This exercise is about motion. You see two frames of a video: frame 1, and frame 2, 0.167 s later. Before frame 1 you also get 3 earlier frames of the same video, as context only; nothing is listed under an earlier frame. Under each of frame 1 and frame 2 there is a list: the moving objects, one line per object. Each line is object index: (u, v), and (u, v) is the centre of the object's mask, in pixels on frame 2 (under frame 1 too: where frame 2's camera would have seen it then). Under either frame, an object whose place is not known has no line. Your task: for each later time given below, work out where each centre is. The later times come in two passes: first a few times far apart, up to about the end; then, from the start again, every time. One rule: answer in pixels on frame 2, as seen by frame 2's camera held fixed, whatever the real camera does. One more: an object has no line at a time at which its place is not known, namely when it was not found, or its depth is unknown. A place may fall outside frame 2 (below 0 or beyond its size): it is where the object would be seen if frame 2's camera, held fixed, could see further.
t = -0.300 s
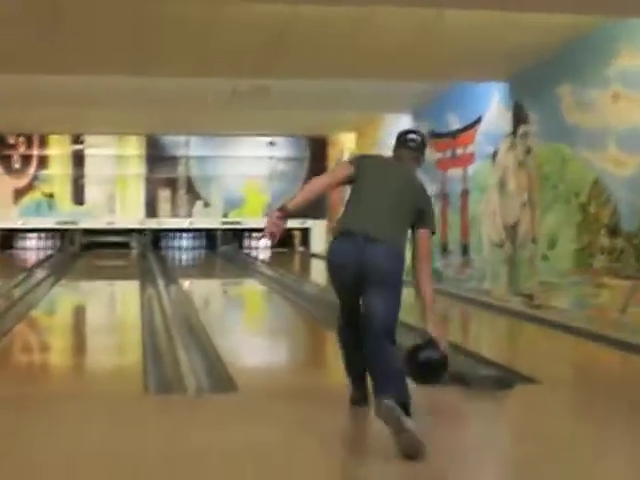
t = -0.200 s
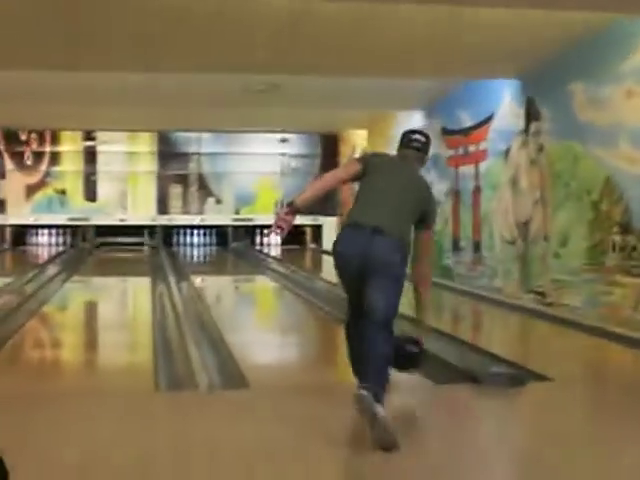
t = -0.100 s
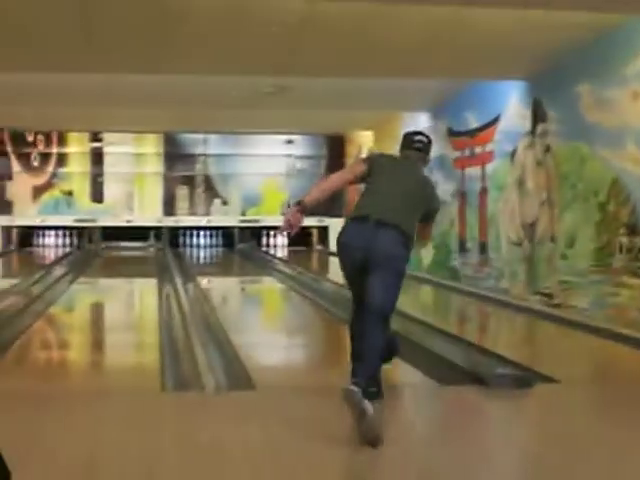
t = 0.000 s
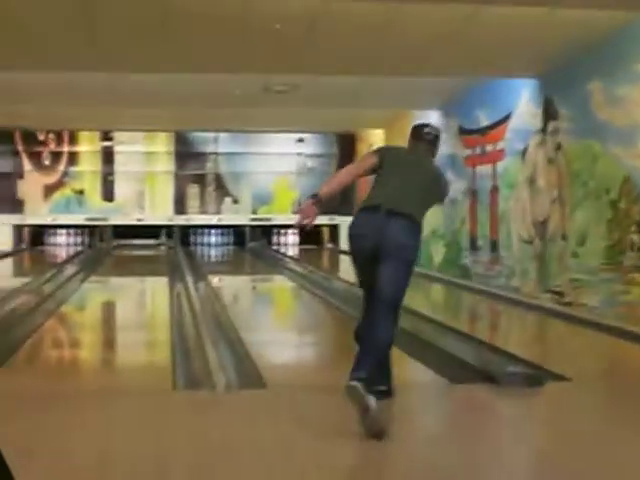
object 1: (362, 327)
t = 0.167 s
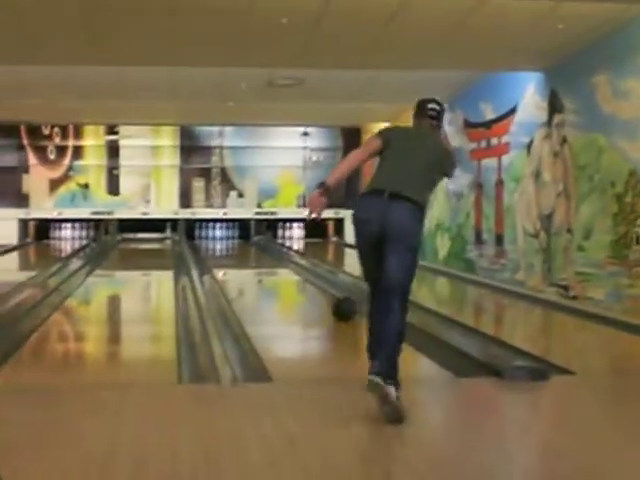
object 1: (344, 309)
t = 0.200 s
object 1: (338, 305)
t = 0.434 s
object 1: (307, 286)
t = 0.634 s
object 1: (289, 276)
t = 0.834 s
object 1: (275, 267)
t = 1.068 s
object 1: (259, 260)
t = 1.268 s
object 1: (248, 254)
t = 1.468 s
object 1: (241, 251)
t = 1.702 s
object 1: (232, 245)
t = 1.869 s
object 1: (224, 242)
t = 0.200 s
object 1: (338, 305)
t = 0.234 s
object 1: (333, 302)
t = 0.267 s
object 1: (327, 300)
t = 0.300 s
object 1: (323, 297)
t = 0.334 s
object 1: (319, 294)
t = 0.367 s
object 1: (315, 291)
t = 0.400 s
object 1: (311, 289)
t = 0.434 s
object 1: (307, 286)
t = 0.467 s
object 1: (303, 285)
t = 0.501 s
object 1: (300, 282)
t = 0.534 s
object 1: (297, 281)
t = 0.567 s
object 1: (294, 280)
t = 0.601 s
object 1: (291, 278)
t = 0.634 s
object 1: (289, 276)
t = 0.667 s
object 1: (286, 274)
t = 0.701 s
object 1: (283, 273)
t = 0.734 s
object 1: (280, 271)
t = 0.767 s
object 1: (279, 270)
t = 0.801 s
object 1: (276, 269)
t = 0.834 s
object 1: (275, 267)
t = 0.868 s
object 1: (272, 266)
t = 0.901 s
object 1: (270, 264)
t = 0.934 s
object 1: (267, 263)
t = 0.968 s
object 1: (266, 262)
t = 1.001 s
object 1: (264, 262)
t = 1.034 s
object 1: (262, 261)
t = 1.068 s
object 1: (259, 260)
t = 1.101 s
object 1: (257, 259)
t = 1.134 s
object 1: (254, 256)
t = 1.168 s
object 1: (253, 257)
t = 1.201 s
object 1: (250, 254)
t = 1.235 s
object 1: (249, 256)
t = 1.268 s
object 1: (248, 254)
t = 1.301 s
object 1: (247, 254)
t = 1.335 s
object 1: (244, 252)
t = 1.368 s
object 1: (244, 251)
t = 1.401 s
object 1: (243, 252)
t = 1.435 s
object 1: (241, 251)
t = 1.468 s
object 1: (241, 251)
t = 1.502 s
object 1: (239, 250)
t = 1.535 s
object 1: (238, 250)
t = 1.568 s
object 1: (236, 247)
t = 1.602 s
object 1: (235, 245)
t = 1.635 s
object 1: (234, 246)
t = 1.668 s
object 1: (233, 244)
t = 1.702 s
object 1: (232, 245)
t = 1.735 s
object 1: (230, 245)
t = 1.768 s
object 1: (228, 243)
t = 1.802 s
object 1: (226, 242)
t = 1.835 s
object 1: (224, 242)
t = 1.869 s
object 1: (224, 242)
